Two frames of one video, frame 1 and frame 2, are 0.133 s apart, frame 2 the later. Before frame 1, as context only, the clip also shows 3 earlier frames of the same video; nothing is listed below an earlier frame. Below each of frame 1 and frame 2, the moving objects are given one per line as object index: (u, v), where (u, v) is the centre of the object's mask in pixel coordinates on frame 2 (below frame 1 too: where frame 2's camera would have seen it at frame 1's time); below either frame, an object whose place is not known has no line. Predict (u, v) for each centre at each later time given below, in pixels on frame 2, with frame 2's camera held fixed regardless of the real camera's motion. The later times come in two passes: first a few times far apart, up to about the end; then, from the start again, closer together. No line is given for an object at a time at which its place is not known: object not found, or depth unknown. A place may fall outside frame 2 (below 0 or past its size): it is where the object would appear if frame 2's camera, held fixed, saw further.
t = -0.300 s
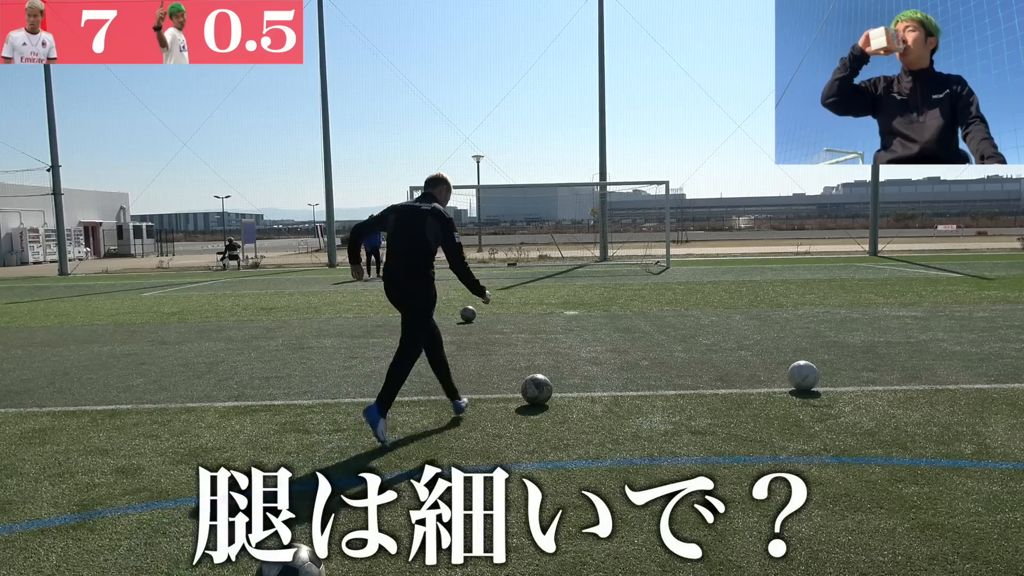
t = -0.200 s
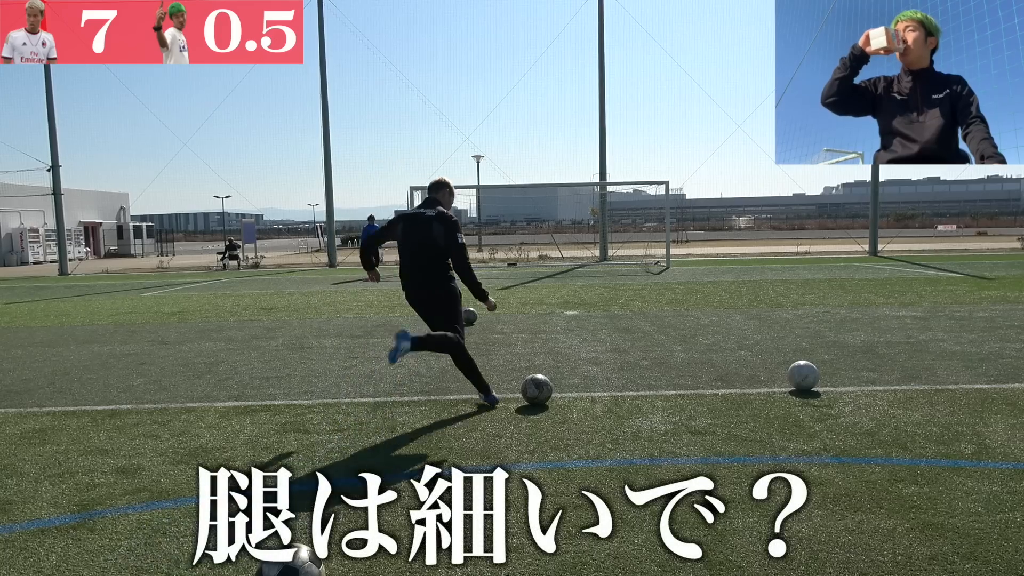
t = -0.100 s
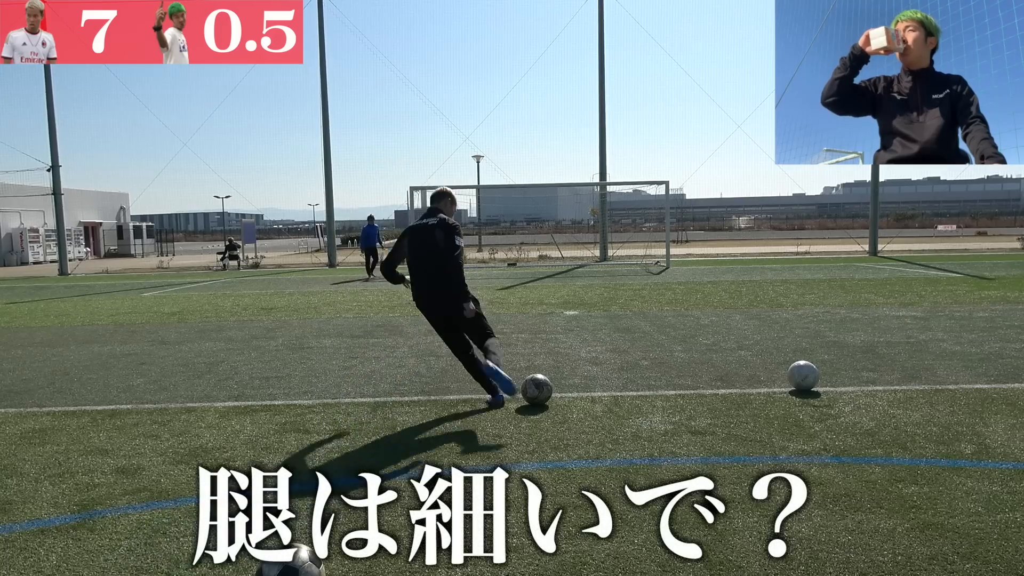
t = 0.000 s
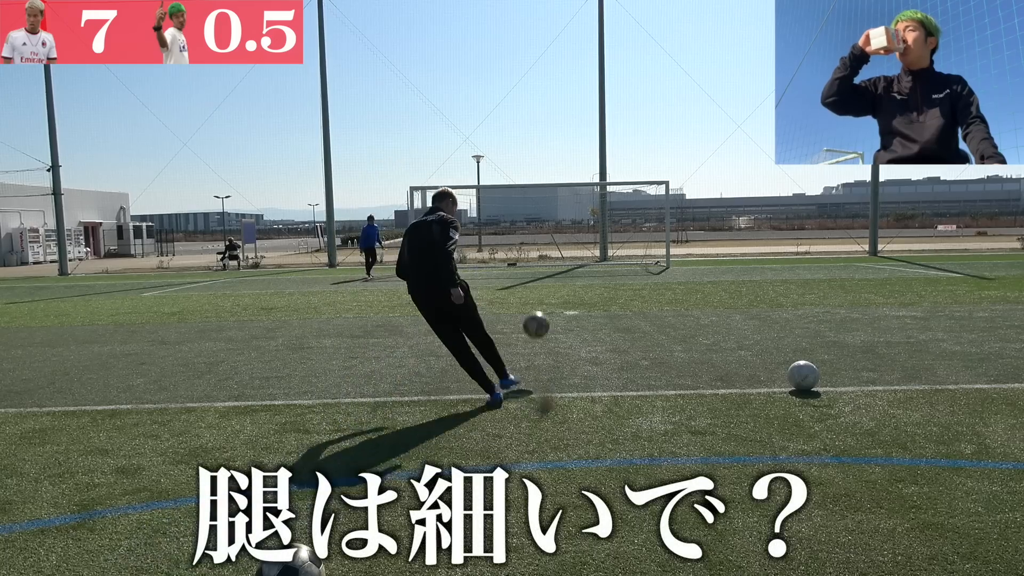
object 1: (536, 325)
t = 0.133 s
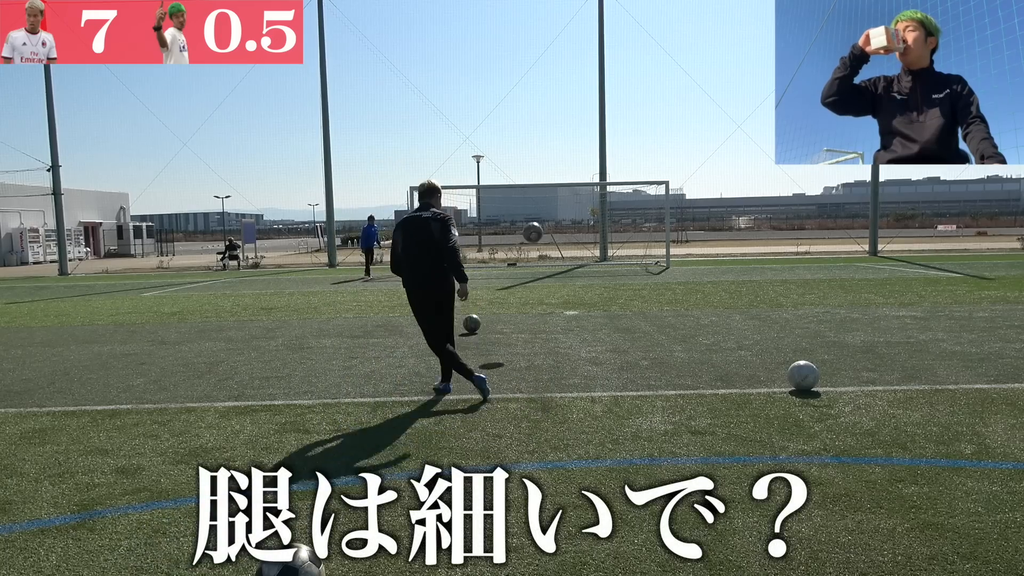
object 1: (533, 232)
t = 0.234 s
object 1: (530, 194)
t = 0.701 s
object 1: (512, 144)
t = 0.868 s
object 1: (506, 148)
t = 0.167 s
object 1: (532, 217)
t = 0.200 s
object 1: (530, 205)
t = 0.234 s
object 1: (530, 194)
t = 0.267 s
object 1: (528, 185)
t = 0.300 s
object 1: (527, 177)
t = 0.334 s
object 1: (526, 170)
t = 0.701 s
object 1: (512, 144)
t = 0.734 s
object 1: (511, 144)
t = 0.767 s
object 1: (509, 145)
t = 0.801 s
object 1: (508, 146)
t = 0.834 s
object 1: (507, 147)
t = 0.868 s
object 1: (506, 148)
